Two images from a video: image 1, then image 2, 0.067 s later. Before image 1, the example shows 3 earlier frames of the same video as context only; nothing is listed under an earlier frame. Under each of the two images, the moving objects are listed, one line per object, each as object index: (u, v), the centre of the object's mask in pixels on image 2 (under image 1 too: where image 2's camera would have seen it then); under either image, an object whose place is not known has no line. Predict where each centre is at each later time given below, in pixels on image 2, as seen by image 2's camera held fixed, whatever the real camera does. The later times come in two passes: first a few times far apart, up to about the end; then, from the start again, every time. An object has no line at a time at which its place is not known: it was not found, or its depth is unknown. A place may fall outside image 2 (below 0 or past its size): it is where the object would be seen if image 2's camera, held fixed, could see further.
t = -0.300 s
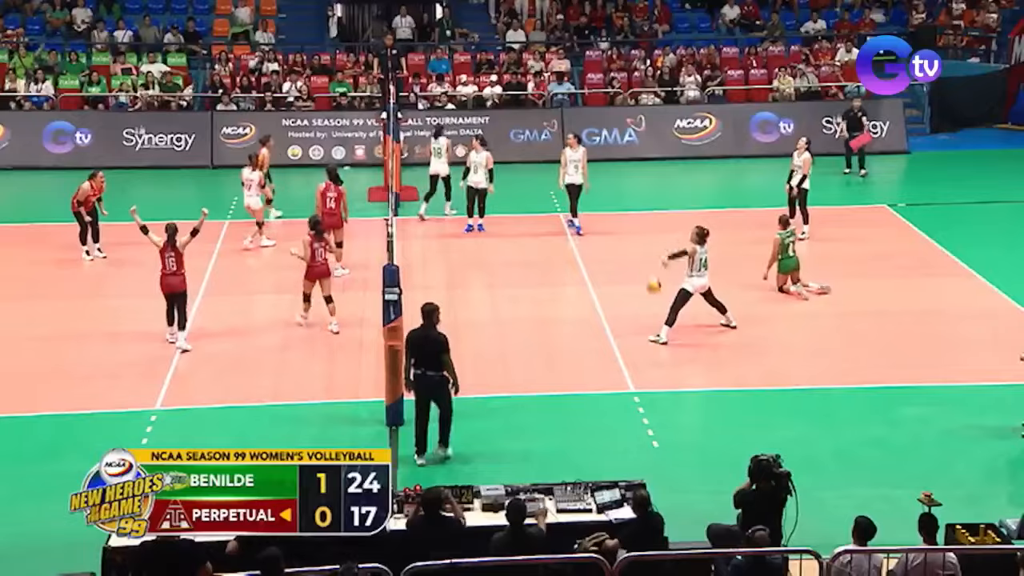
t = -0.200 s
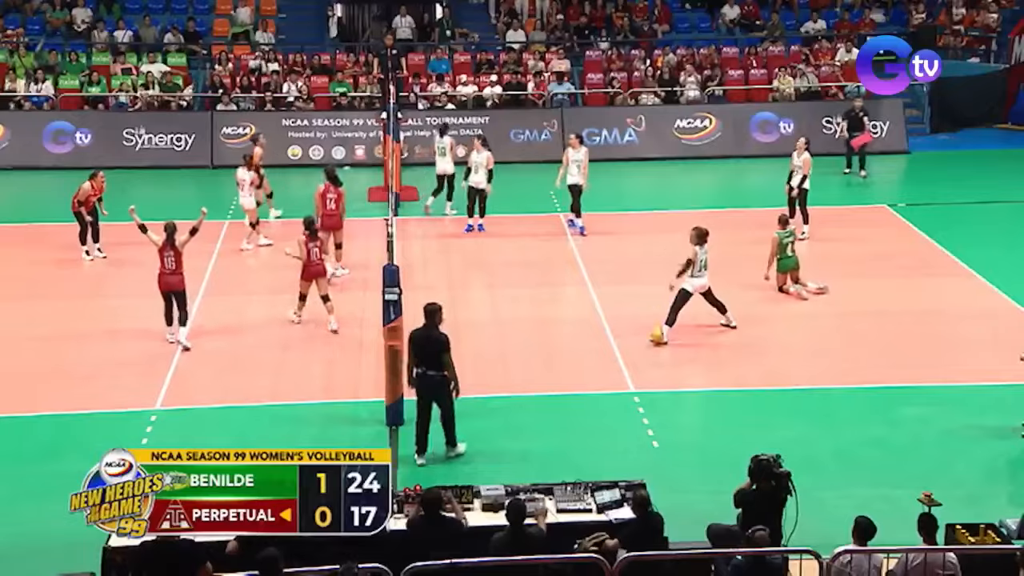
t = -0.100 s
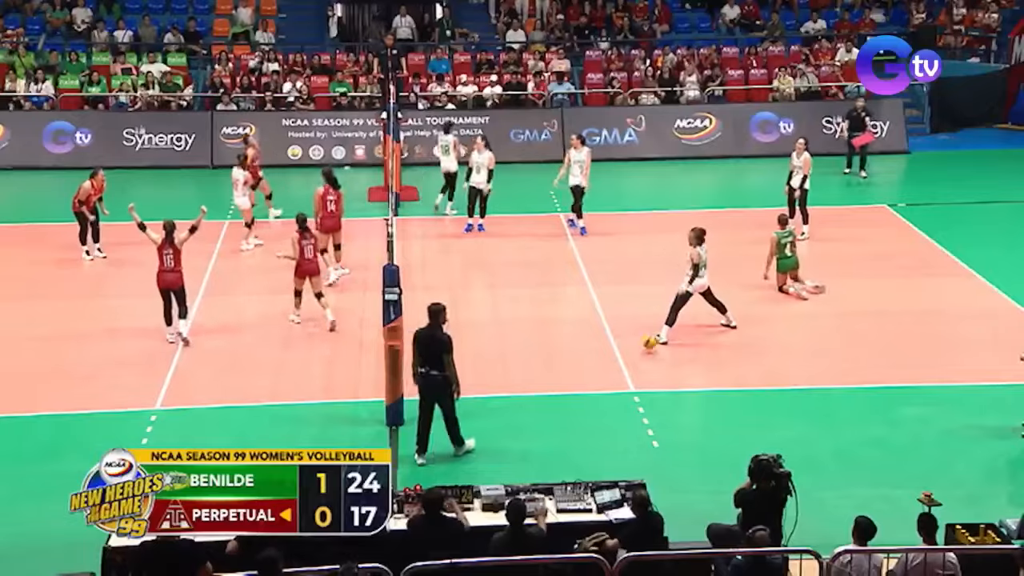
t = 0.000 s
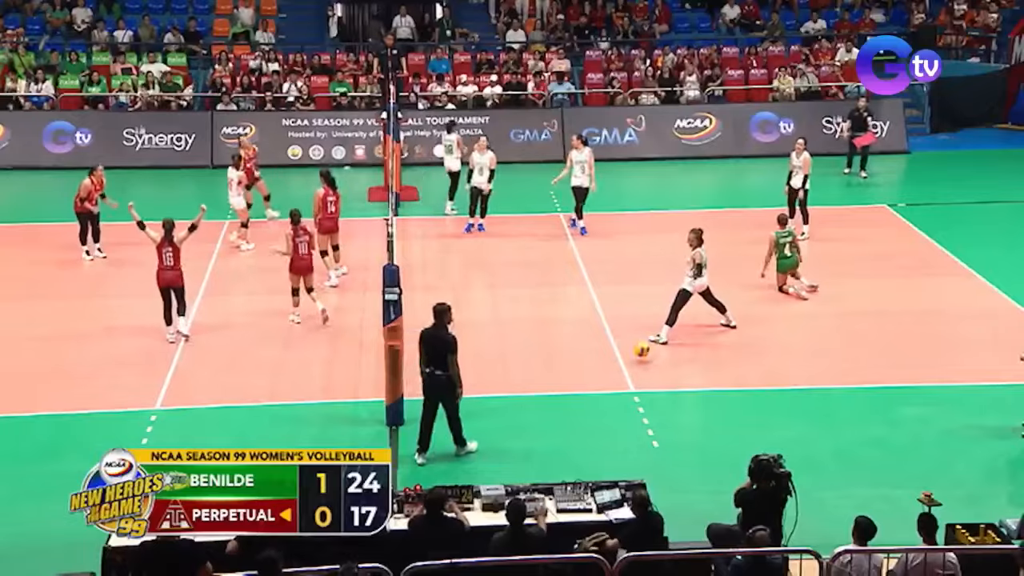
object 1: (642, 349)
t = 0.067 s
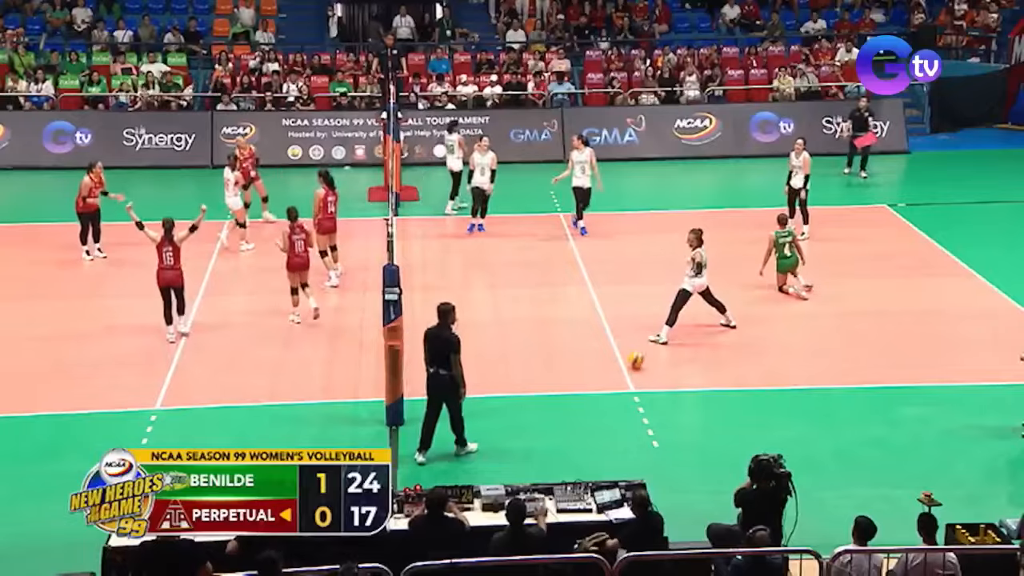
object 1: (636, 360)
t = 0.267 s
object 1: (620, 376)
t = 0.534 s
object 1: (596, 407)
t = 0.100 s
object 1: (633, 364)
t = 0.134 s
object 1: (631, 365)
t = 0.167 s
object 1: (628, 365)
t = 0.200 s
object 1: (625, 369)
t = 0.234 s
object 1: (622, 372)
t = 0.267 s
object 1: (620, 376)
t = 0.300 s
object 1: (617, 384)
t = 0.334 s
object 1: (614, 386)
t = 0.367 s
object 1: (611, 388)
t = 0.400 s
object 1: (608, 391)
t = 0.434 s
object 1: (605, 393)
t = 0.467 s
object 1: (602, 398)
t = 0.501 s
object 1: (599, 402)
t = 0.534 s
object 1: (596, 407)
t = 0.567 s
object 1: (593, 408)
